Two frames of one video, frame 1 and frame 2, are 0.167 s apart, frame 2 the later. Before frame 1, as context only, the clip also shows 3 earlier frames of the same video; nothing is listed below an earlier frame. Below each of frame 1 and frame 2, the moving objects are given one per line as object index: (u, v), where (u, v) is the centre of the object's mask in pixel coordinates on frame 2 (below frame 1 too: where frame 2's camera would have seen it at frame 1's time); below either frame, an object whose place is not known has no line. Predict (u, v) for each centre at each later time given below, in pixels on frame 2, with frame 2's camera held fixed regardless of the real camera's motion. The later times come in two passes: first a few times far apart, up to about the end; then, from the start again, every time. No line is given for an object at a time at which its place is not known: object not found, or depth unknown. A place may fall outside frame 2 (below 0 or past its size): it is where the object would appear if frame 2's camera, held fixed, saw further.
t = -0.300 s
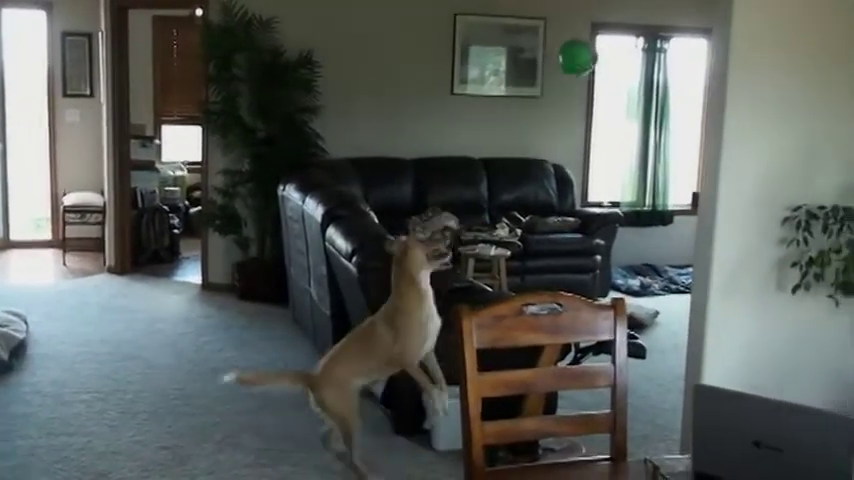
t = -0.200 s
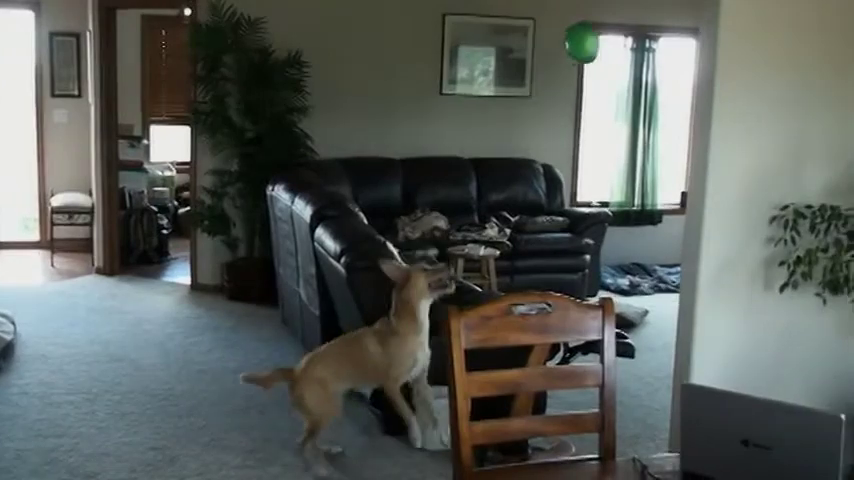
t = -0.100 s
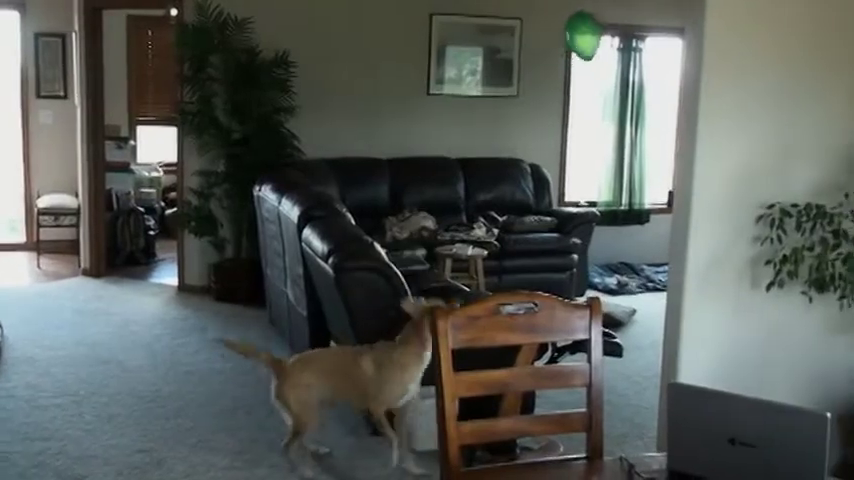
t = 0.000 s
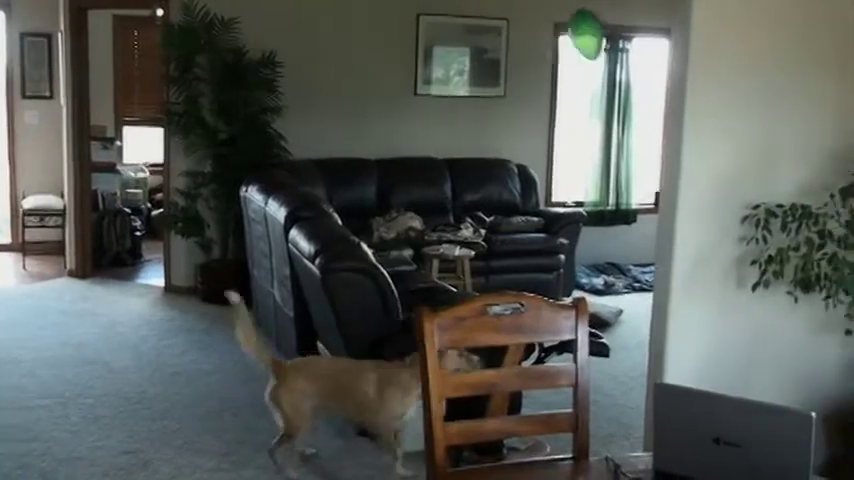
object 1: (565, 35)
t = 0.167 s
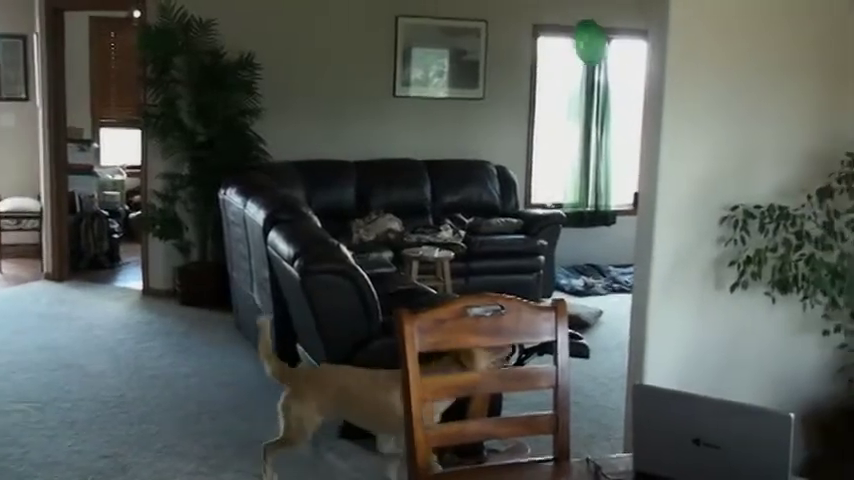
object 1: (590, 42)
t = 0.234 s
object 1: (595, 48)
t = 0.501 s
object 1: (619, 101)
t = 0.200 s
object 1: (592, 44)
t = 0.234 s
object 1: (595, 48)
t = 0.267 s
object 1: (599, 54)
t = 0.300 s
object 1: (602, 58)
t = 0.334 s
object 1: (606, 64)
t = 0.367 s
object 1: (608, 70)
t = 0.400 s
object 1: (612, 78)
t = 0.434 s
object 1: (614, 86)
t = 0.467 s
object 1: (617, 93)
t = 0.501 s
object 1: (619, 101)
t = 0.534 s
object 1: (622, 109)
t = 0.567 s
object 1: (623, 117)
